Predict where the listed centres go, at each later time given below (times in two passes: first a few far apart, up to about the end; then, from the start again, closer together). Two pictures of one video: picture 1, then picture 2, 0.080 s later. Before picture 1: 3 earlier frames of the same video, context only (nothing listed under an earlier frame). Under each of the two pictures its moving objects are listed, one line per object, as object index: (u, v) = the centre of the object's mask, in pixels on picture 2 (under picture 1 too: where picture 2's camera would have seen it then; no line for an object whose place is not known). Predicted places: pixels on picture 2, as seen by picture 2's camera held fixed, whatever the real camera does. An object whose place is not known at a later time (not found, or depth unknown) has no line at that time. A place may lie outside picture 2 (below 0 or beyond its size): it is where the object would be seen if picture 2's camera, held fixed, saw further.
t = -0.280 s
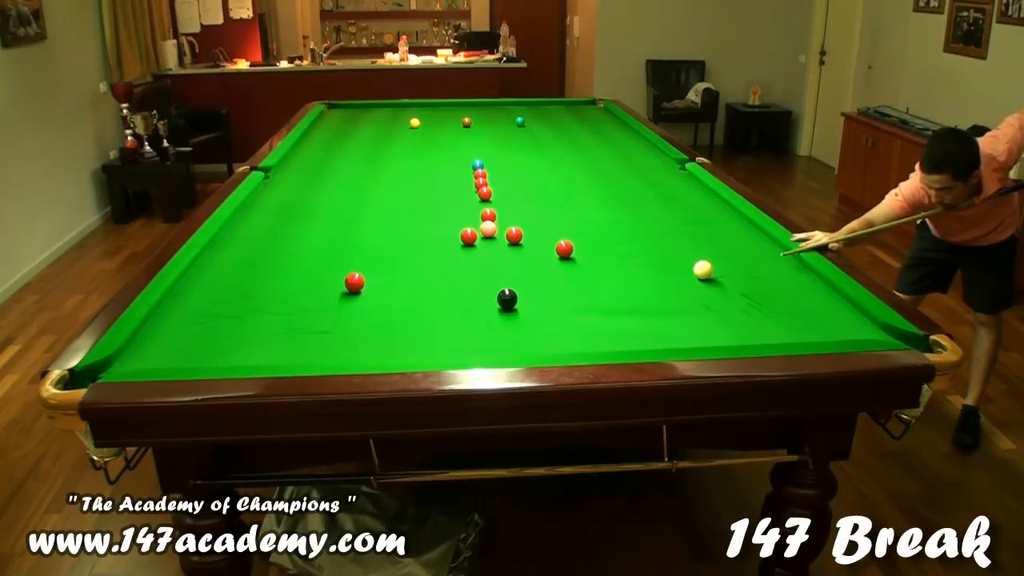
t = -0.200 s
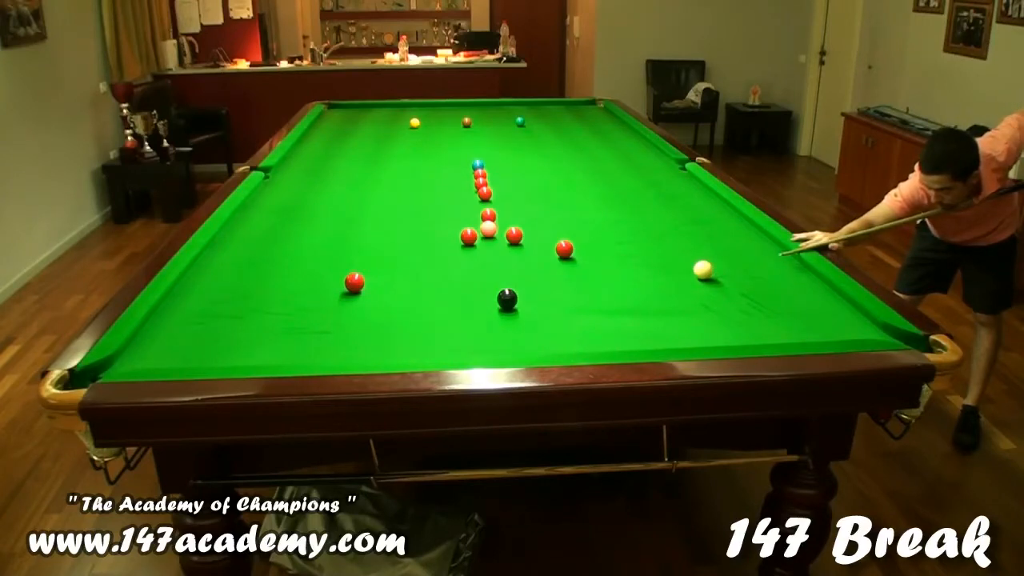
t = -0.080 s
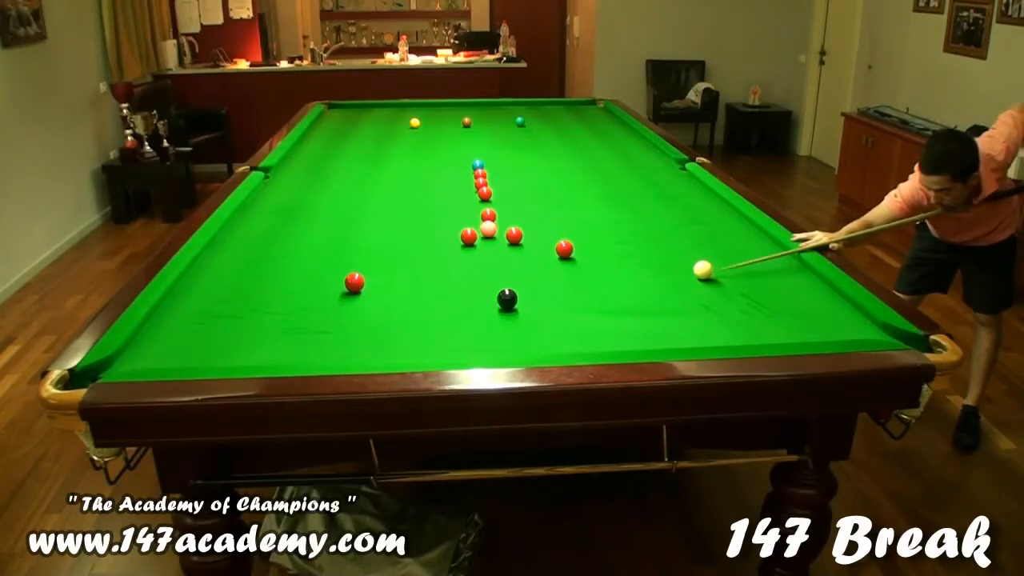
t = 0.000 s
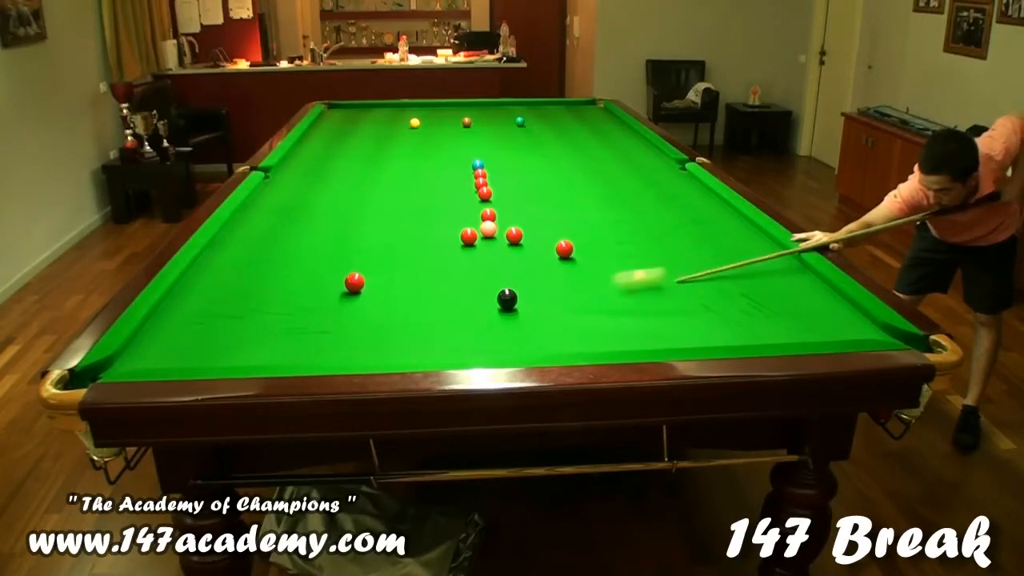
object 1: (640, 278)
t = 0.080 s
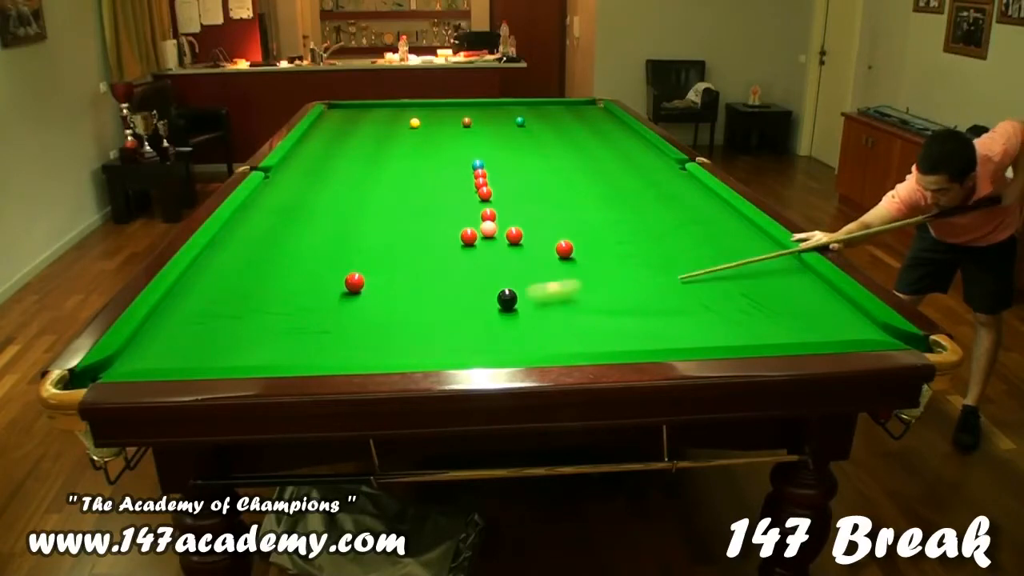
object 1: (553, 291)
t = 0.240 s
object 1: (528, 291)
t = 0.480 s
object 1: (565, 281)
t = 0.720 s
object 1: (600, 272)
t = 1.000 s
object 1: (636, 263)
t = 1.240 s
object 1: (663, 256)
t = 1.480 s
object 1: (687, 250)
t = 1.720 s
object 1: (709, 244)
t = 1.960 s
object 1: (728, 239)
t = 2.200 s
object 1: (745, 234)
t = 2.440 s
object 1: (756, 230)
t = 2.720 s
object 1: (738, 227)
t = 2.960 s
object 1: (726, 226)
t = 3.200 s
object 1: (715, 224)
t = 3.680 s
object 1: (699, 221)
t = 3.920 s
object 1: (693, 220)
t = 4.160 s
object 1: (688, 219)
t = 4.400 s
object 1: (686, 219)
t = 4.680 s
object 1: (685, 219)
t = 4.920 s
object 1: (684, 218)
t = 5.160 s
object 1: (684, 219)
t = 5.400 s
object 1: (684, 219)
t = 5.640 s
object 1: (684, 218)
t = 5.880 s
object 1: (684, 218)
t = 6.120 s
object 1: (684, 218)
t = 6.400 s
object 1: (684, 218)
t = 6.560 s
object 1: (685, 218)
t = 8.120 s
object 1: (683, 217)
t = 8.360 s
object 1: (685, 219)
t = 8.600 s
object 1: (684, 219)
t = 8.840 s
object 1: (684, 219)
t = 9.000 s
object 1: (684, 219)
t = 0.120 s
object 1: (526, 294)
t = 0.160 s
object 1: (524, 293)
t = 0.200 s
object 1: (525, 293)
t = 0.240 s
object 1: (528, 291)
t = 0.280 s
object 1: (533, 290)
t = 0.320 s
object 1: (540, 288)
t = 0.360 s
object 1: (546, 286)
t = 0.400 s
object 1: (553, 284)
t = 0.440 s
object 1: (559, 283)
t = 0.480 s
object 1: (565, 281)
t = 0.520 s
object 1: (571, 280)
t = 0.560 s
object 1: (577, 278)
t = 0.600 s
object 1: (583, 277)
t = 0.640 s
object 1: (589, 275)
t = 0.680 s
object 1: (594, 274)
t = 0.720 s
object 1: (600, 272)
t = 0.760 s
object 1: (605, 271)
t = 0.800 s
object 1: (611, 269)
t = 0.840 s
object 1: (616, 268)
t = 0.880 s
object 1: (621, 267)
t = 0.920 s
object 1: (626, 265)
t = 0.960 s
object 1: (631, 264)
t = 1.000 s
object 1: (636, 263)
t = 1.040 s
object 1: (641, 262)
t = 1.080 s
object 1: (645, 260)
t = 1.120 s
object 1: (650, 260)
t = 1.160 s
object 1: (654, 258)
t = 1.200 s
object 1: (659, 257)
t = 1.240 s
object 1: (663, 256)
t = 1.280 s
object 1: (668, 255)
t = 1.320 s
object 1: (672, 254)
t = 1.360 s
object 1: (676, 253)
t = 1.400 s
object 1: (680, 252)
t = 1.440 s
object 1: (684, 251)
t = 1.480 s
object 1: (687, 250)
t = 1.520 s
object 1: (691, 249)
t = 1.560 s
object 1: (695, 248)
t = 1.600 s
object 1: (699, 247)
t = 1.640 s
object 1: (702, 246)
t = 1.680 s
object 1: (706, 245)
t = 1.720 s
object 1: (709, 244)
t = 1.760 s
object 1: (713, 243)
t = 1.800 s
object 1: (716, 242)
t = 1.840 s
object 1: (719, 242)
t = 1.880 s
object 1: (722, 241)
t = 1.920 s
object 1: (725, 240)
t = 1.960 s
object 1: (728, 239)
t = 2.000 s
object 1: (731, 238)
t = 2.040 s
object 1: (734, 237)
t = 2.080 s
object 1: (737, 237)
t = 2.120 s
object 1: (740, 236)
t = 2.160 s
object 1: (742, 235)
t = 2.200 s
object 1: (745, 234)
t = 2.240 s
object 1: (748, 233)
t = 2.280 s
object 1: (750, 233)
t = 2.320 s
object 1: (753, 232)
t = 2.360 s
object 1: (756, 231)
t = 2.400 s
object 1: (757, 231)
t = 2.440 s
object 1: (756, 230)
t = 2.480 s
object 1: (753, 230)
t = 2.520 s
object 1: (750, 229)
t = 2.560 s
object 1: (747, 229)
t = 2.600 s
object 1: (745, 229)
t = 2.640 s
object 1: (743, 228)
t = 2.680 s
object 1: (741, 228)
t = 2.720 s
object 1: (738, 227)
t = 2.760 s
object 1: (736, 227)
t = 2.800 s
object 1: (734, 227)
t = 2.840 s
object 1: (732, 226)
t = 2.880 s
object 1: (730, 226)
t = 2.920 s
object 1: (727, 226)
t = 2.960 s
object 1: (726, 226)
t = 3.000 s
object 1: (724, 225)
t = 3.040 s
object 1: (722, 225)
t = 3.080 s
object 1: (720, 225)
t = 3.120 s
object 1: (718, 224)
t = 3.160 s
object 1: (717, 224)
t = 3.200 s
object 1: (715, 224)
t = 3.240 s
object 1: (712, 222)
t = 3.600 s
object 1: (701, 221)
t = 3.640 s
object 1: (700, 221)
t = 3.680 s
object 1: (699, 221)
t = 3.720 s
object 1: (697, 221)
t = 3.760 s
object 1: (696, 221)
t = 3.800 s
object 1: (696, 221)
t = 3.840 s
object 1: (695, 221)
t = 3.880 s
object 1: (694, 220)
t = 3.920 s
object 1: (693, 220)
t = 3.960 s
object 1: (692, 220)
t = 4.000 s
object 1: (691, 220)
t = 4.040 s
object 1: (691, 220)
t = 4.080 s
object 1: (690, 220)
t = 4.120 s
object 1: (689, 219)
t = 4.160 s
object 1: (688, 219)
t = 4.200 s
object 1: (688, 219)
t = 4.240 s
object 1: (687, 219)
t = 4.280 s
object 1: (687, 219)
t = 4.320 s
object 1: (687, 219)
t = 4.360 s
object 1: (686, 219)
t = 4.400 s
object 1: (686, 219)
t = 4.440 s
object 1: (685, 219)
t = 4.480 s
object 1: (685, 219)
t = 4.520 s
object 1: (685, 219)
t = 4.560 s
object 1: (685, 219)
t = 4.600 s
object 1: (685, 219)
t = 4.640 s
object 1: (685, 219)
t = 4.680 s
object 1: (685, 219)
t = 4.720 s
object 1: (685, 219)
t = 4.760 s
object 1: (685, 219)
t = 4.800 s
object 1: (684, 219)
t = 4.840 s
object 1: (684, 219)
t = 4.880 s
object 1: (684, 218)
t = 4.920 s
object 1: (684, 218)
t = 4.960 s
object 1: (684, 218)
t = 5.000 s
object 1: (684, 218)
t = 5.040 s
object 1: (684, 218)
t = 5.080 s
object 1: (684, 218)
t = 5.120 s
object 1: (684, 219)
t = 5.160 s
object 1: (684, 219)
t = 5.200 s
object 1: (684, 218)
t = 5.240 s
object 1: (684, 218)
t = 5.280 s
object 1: (684, 218)
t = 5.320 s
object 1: (684, 218)
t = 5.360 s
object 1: (684, 218)
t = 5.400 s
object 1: (684, 219)
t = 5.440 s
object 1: (684, 219)
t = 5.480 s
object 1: (684, 218)
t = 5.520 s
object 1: (684, 218)
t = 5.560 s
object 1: (684, 218)
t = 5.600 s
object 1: (684, 218)
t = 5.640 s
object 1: (684, 218)
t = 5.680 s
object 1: (684, 218)
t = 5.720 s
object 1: (684, 218)
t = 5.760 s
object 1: (684, 218)
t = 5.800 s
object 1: (684, 218)
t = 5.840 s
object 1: (684, 218)
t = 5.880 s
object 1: (684, 218)
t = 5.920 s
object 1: (684, 218)
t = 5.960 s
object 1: (684, 218)
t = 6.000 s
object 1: (684, 218)
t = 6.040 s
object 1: (684, 218)
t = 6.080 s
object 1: (684, 218)
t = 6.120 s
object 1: (684, 218)
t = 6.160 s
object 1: (684, 218)
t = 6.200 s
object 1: (684, 218)
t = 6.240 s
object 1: (684, 218)
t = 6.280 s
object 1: (684, 218)
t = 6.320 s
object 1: (684, 218)
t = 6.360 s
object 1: (684, 218)
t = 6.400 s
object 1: (684, 218)
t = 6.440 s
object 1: (684, 218)
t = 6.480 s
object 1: (684, 218)
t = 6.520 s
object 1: (684, 218)
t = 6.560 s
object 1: (685, 218)
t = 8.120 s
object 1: (683, 217)
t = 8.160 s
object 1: (684, 219)
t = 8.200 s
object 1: (684, 219)
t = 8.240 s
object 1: (684, 219)
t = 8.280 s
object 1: (684, 219)
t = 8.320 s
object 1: (685, 219)
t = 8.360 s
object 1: (685, 219)
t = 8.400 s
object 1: (685, 219)
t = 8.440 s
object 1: (685, 219)
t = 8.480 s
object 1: (685, 219)
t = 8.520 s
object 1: (685, 219)
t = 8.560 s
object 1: (684, 219)
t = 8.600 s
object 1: (684, 219)
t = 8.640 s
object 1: (684, 219)
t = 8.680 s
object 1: (685, 219)
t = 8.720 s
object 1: (685, 219)
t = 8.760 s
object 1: (685, 219)
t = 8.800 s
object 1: (684, 219)
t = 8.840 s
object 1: (684, 219)
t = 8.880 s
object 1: (685, 219)
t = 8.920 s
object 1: (684, 219)
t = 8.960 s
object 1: (684, 219)
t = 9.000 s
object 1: (684, 219)
